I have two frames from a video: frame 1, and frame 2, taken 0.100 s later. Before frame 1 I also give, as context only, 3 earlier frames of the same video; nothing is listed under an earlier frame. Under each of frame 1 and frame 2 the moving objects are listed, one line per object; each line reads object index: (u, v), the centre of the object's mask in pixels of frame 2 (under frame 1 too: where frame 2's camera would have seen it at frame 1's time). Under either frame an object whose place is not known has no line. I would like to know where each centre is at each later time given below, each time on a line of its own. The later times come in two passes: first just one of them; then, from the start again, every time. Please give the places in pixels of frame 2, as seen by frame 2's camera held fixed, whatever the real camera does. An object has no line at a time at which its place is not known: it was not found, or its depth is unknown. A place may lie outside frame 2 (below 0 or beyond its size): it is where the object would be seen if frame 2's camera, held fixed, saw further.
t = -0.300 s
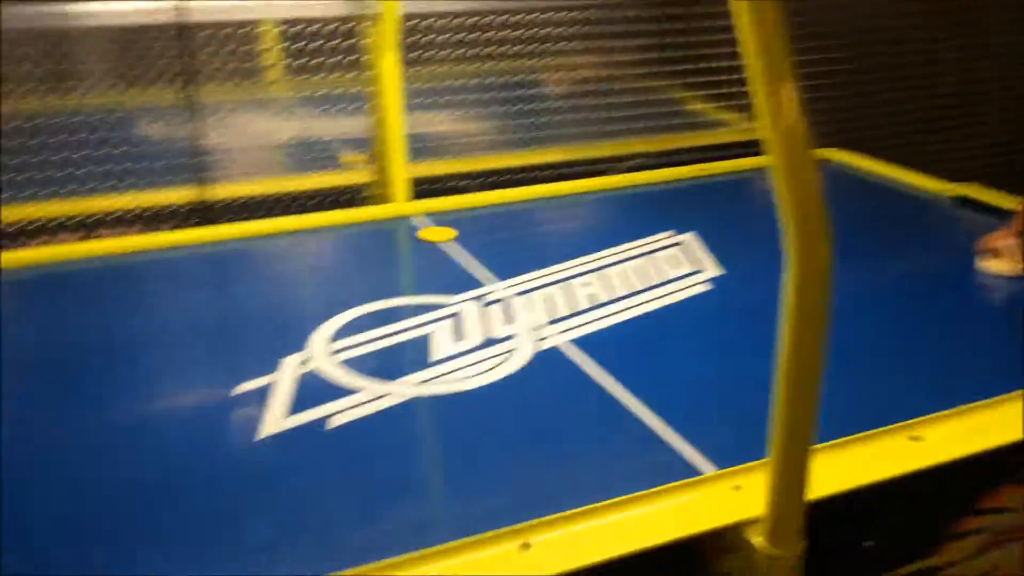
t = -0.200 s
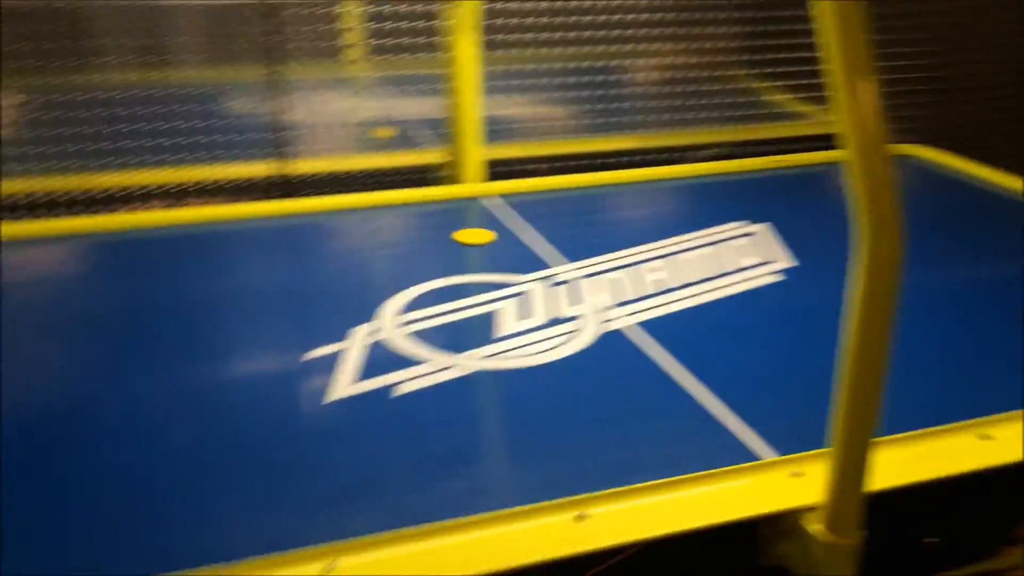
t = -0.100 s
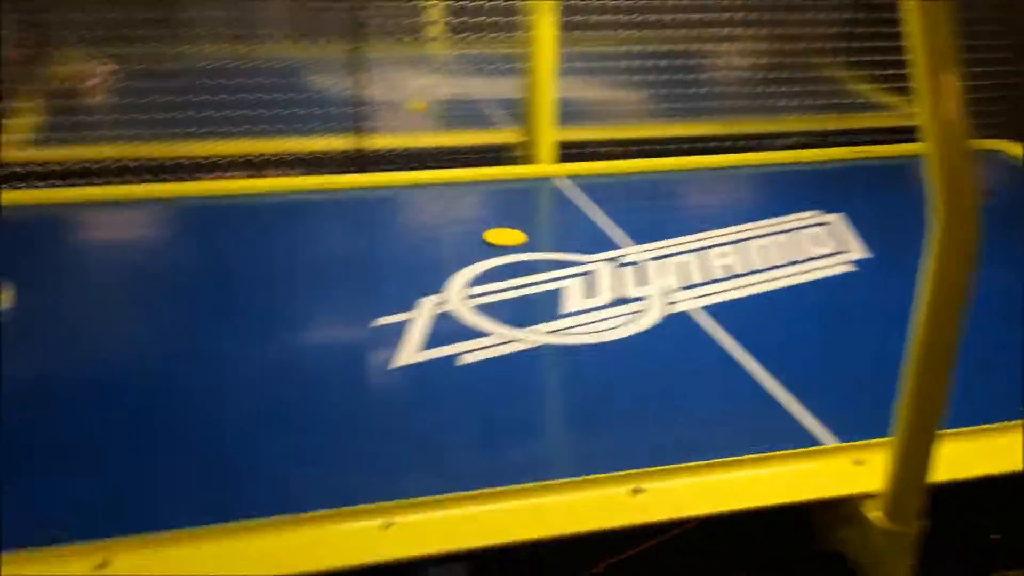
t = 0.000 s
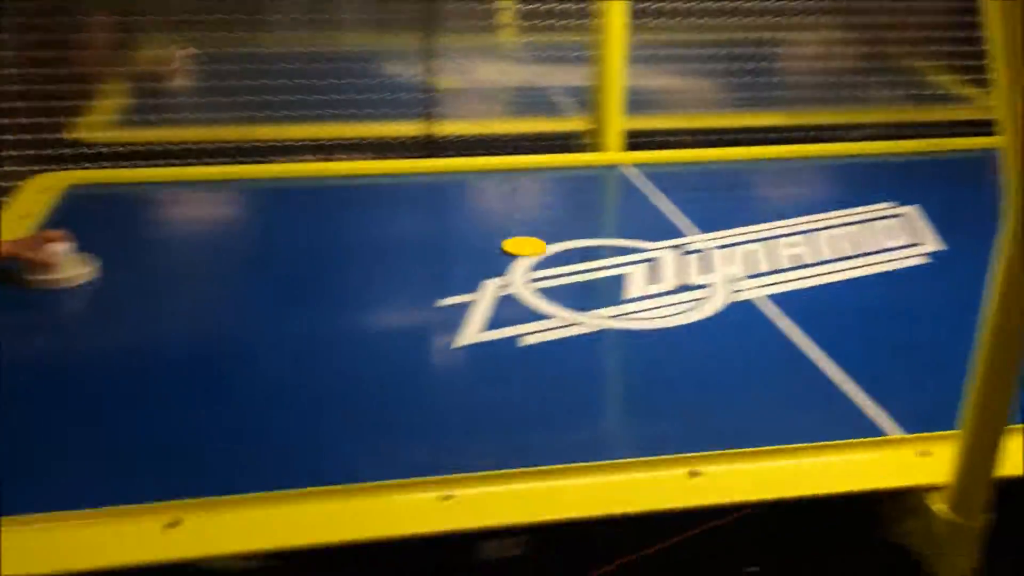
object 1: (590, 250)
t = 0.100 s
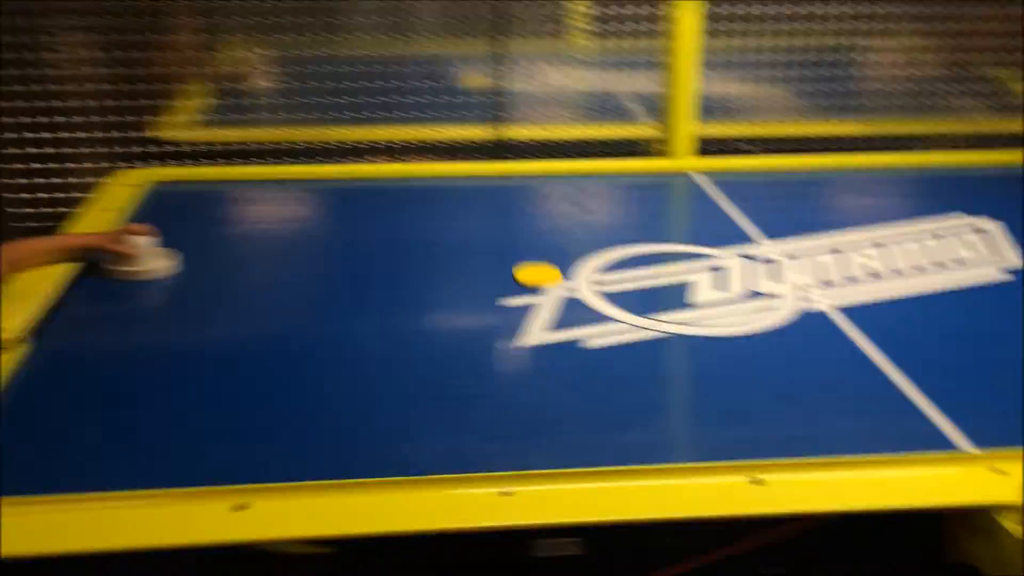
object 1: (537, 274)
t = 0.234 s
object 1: (456, 313)
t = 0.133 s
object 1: (518, 284)
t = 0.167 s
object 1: (498, 293)
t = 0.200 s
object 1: (478, 303)
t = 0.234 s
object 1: (456, 313)
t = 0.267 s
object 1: (434, 323)
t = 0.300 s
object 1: (409, 334)
